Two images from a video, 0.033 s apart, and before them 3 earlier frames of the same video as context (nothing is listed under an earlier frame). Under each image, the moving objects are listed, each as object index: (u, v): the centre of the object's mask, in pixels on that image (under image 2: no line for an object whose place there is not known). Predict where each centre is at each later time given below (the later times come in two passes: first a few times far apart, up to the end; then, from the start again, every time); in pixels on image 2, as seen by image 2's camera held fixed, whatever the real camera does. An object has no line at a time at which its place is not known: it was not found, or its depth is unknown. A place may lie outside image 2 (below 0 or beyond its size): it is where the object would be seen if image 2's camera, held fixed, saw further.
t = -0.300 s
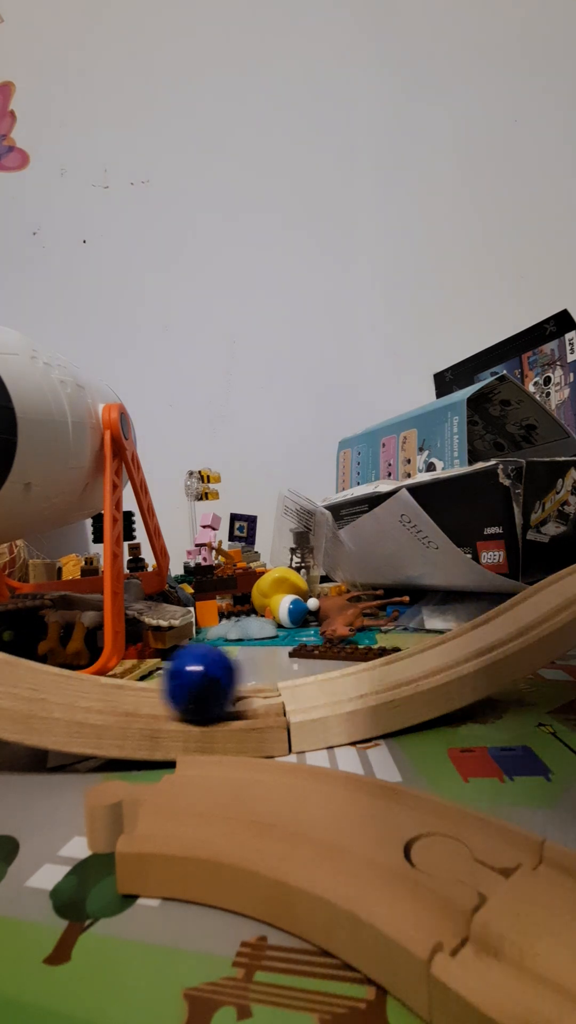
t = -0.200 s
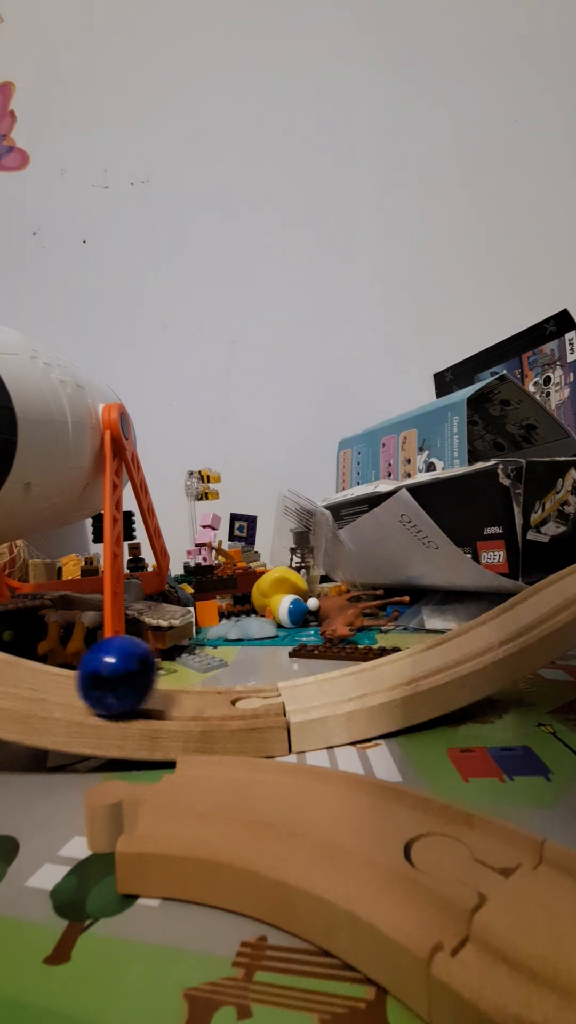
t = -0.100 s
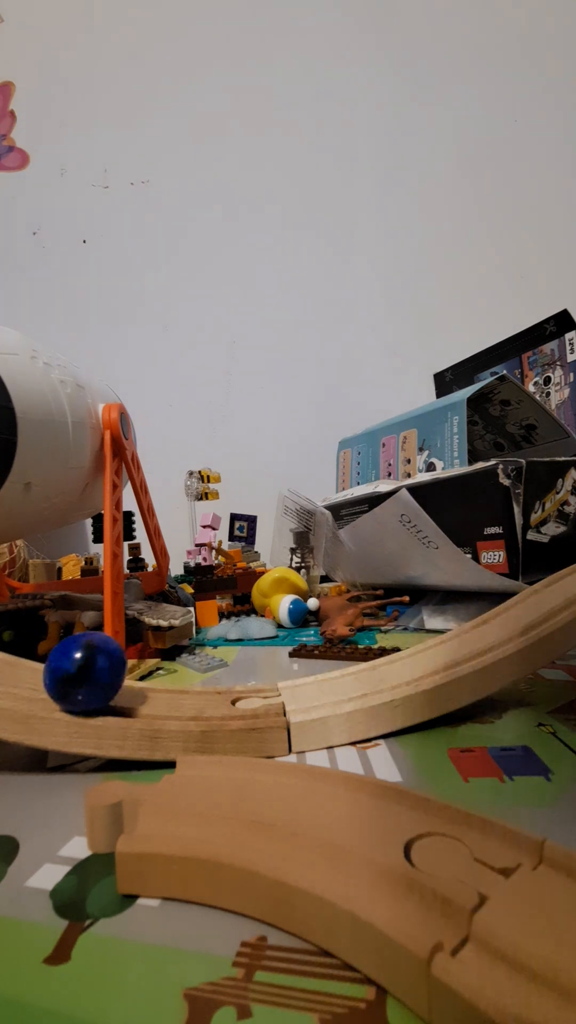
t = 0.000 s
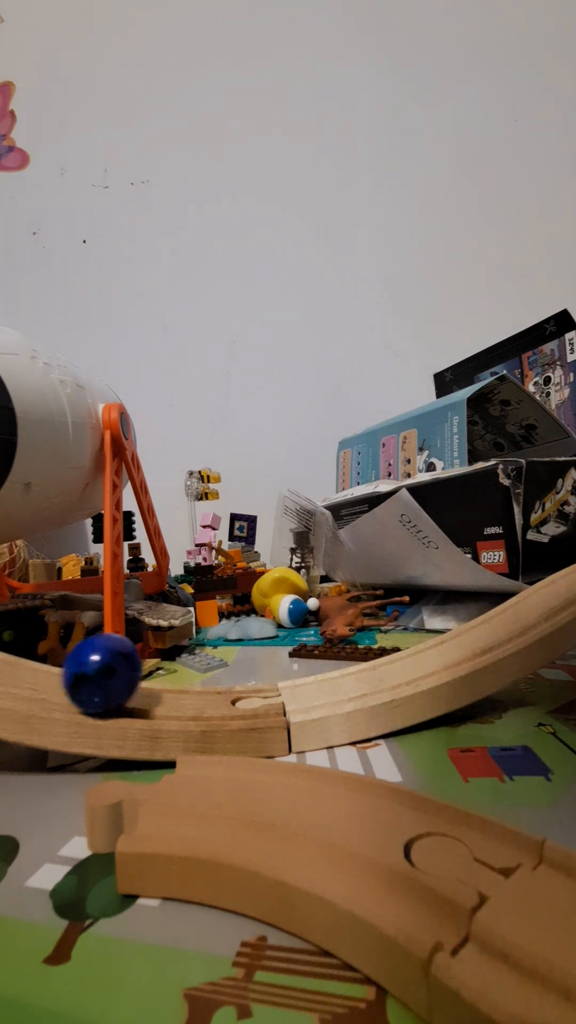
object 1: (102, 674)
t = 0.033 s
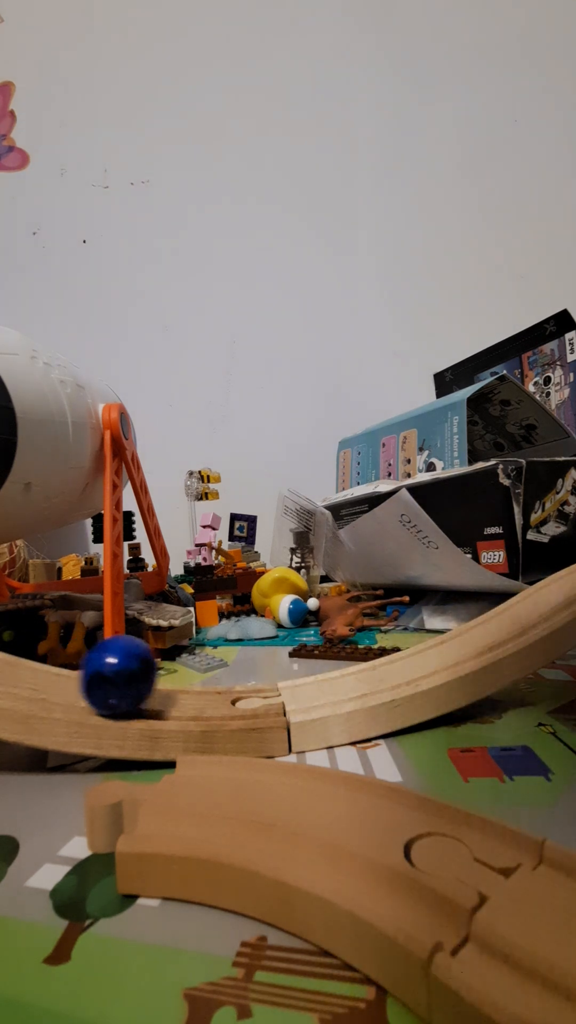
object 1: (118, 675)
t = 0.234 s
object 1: (291, 677)
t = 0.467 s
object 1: (439, 637)
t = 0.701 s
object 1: (393, 654)
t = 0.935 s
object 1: (197, 683)
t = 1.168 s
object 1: (131, 679)
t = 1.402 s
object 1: (285, 678)
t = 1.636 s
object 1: (409, 649)
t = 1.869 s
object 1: (367, 660)
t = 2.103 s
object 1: (212, 683)
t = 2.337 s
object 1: (169, 682)
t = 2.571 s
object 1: (293, 677)
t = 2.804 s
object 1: (385, 655)
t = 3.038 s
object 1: (343, 667)
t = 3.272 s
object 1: (223, 682)
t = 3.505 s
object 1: (200, 683)
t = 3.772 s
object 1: (309, 672)
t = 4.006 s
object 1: (353, 664)
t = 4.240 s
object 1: (288, 677)
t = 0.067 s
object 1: (140, 680)
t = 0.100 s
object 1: (166, 681)
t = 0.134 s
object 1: (195, 683)
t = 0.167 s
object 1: (227, 681)
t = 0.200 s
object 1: (259, 681)
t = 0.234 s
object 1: (291, 677)
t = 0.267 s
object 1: (321, 670)
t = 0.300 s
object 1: (349, 665)
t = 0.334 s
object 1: (375, 659)
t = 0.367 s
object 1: (396, 653)
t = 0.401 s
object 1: (415, 645)
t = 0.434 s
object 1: (429, 640)
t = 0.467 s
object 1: (439, 637)
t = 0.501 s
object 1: (445, 635)
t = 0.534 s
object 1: (447, 633)
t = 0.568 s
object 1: (445, 634)
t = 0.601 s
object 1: (438, 637)
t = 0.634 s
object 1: (427, 642)
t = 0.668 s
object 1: (412, 647)
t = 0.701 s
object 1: (393, 654)
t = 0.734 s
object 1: (370, 660)
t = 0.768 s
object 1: (344, 667)
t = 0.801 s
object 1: (315, 671)
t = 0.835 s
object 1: (285, 678)
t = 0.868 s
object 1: (254, 682)
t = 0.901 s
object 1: (224, 682)
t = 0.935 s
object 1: (197, 683)
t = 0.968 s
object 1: (173, 682)
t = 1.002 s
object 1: (153, 680)
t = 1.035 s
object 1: (137, 680)
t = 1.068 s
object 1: (127, 678)
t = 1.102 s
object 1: (122, 677)
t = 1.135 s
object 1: (123, 677)
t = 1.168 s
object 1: (131, 679)
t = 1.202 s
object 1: (143, 681)
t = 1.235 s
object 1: (160, 681)
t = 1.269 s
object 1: (181, 682)
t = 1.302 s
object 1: (204, 683)
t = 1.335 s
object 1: (231, 682)
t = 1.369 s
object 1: (257, 682)
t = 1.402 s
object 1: (285, 678)
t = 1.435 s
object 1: (309, 673)
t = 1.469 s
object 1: (332, 668)
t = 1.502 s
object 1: (354, 664)
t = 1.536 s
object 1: (373, 659)
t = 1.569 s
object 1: (387, 655)
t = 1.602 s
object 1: (399, 651)
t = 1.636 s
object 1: (409, 649)
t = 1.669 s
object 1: (414, 646)
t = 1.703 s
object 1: (415, 646)
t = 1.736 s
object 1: (412, 647)
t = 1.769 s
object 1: (406, 649)
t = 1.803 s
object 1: (396, 653)
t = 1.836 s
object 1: (383, 656)
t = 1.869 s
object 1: (367, 660)
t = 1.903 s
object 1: (347, 666)
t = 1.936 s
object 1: (326, 669)
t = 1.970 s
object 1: (302, 675)
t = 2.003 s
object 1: (278, 678)
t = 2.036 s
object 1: (255, 682)
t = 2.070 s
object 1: (232, 682)
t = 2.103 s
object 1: (212, 683)
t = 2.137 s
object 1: (194, 683)
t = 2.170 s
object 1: (179, 682)
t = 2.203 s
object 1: (169, 682)
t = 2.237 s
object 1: (162, 681)
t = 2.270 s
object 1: (160, 681)
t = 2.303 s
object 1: (162, 681)
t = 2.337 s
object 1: (169, 682)
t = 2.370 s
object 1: (180, 682)
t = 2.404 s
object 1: (194, 683)
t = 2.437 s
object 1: (210, 683)
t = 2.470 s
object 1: (230, 682)
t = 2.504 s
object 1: (250, 682)
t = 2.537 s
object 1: (272, 681)
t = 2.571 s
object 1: (293, 677)
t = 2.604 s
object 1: (311, 672)
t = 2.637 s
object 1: (328, 669)
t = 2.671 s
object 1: (345, 667)
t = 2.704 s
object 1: (359, 663)
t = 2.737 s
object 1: (370, 660)
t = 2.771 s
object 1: (379, 657)
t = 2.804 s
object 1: (385, 655)
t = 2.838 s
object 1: (388, 654)
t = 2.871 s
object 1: (388, 655)
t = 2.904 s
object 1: (384, 655)
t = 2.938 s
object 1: (378, 657)
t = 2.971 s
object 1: (369, 660)
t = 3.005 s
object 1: (357, 662)
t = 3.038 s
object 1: (343, 667)
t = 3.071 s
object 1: (326, 669)
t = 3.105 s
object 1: (309, 673)
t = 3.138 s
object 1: (289, 677)
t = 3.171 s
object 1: (270, 680)
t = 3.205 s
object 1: (253, 682)
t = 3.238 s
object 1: (237, 682)
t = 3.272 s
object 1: (223, 682)
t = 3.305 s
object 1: (209, 683)
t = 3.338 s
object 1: (200, 683)
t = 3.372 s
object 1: (194, 683)
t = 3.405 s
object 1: (190, 683)
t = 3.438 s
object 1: (190, 683)
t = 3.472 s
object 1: (193, 683)
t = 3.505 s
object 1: (200, 683)
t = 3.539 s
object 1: (209, 683)
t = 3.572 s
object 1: (221, 682)
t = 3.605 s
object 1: (234, 682)
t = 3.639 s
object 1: (249, 682)
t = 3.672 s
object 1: (264, 681)
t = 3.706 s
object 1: (281, 679)
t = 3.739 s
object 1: (296, 675)
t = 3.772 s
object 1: (309, 672)
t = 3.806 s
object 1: (322, 671)
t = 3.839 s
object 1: (331, 668)
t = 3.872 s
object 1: (341, 667)
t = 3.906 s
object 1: (348, 666)
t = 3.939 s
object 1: (353, 664)
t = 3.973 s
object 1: (355, 663)
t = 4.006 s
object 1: (353, 664)
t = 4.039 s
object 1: (349, 665)
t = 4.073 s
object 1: (342, 667)
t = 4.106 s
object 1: (333, 668)
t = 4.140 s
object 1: (324, 669)
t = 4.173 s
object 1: (314, 671)
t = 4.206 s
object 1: (302, 674)
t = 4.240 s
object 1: (288, 677)
